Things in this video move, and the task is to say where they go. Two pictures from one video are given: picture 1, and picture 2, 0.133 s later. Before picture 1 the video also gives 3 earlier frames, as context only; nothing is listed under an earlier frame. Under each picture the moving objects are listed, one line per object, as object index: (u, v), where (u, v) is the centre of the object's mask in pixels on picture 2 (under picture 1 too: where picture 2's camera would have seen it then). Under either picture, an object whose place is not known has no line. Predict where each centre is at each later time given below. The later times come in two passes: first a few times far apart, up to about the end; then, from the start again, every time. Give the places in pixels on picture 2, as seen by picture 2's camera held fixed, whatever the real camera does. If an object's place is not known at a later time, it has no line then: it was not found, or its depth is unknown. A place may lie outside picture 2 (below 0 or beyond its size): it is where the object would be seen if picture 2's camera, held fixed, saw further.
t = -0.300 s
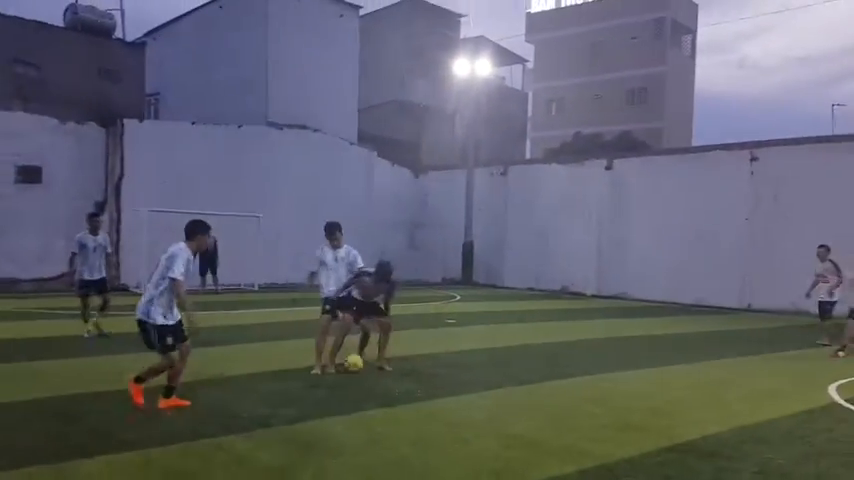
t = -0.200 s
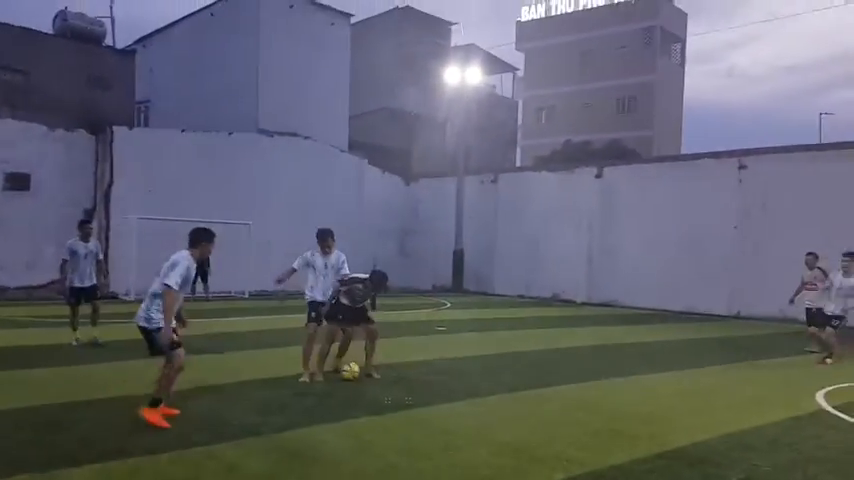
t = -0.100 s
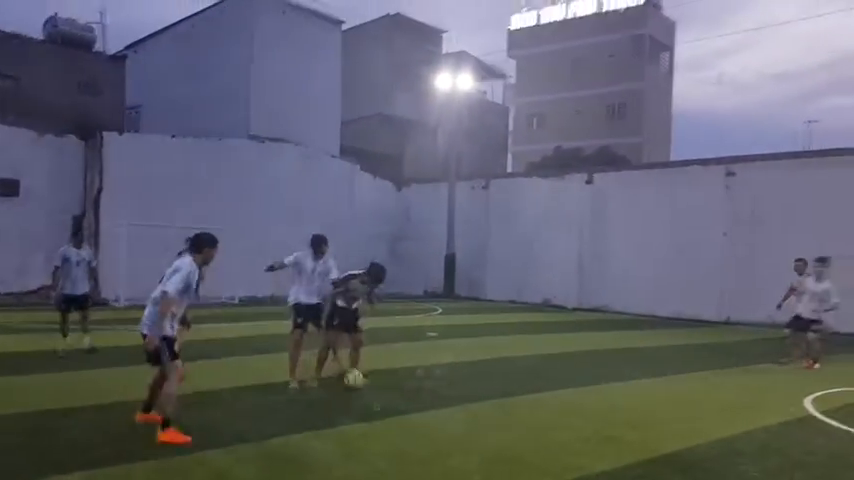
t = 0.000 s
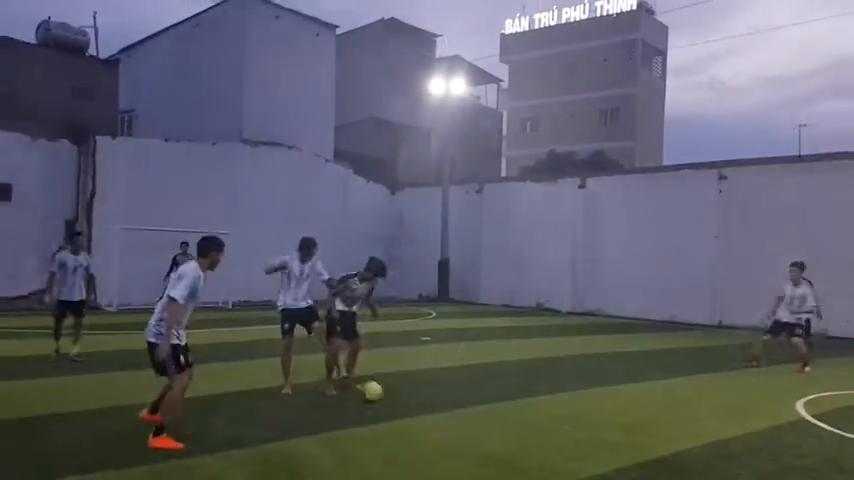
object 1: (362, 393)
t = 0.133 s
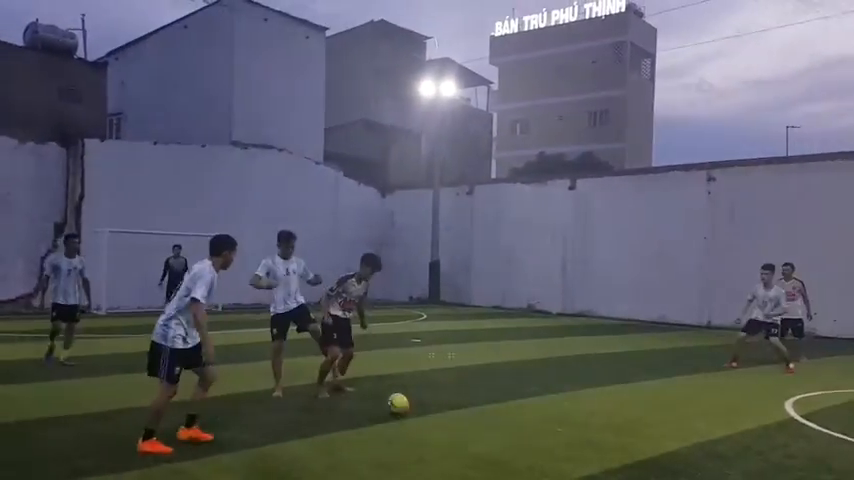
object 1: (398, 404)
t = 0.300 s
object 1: (440, 417)
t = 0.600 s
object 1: (531, 442)
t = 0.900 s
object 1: (640, 476)
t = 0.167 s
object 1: (406, 407)
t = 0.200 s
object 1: (415, 409)
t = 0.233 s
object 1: (423, 412)
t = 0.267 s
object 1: (432, 414)
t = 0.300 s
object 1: (440, 417)
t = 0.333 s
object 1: (450, 420)
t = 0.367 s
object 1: (460, 423)
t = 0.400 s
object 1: (468, 425)
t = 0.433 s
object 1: (478, 428)
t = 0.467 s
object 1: (488, 432)
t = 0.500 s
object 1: (498, 435)
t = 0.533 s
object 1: (509, 438)
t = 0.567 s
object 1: (520, 440)
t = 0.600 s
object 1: (531, 442)
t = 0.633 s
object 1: (541, 445)
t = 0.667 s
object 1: (552, 450)
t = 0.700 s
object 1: (565, 454)
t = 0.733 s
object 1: (577, 457)
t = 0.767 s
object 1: (589, 460)
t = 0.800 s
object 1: (603, 464)
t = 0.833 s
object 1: (614, 468)
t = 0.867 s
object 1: (628, 473)
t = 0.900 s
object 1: (640, 476)
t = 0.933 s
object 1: (653, 481)
